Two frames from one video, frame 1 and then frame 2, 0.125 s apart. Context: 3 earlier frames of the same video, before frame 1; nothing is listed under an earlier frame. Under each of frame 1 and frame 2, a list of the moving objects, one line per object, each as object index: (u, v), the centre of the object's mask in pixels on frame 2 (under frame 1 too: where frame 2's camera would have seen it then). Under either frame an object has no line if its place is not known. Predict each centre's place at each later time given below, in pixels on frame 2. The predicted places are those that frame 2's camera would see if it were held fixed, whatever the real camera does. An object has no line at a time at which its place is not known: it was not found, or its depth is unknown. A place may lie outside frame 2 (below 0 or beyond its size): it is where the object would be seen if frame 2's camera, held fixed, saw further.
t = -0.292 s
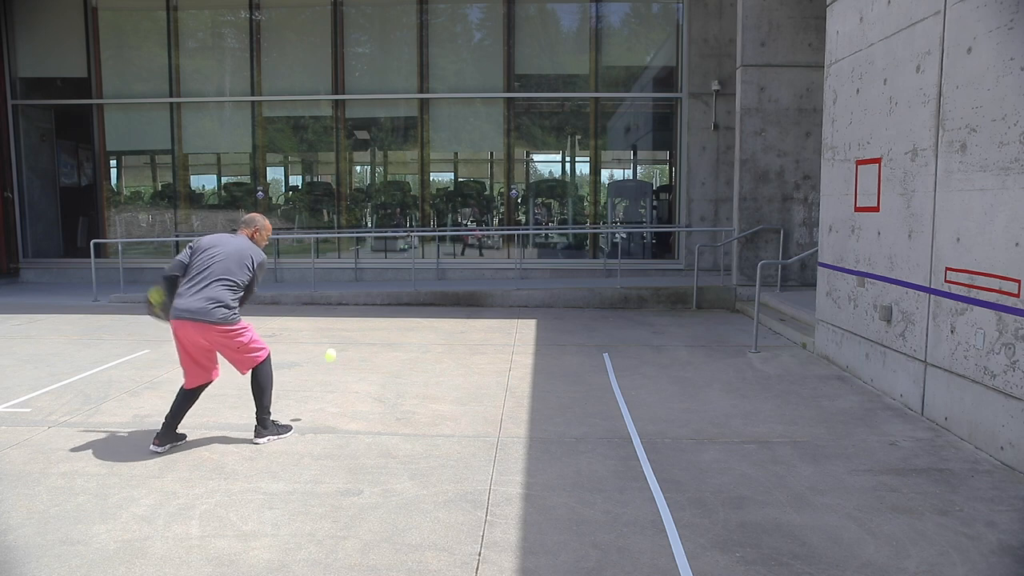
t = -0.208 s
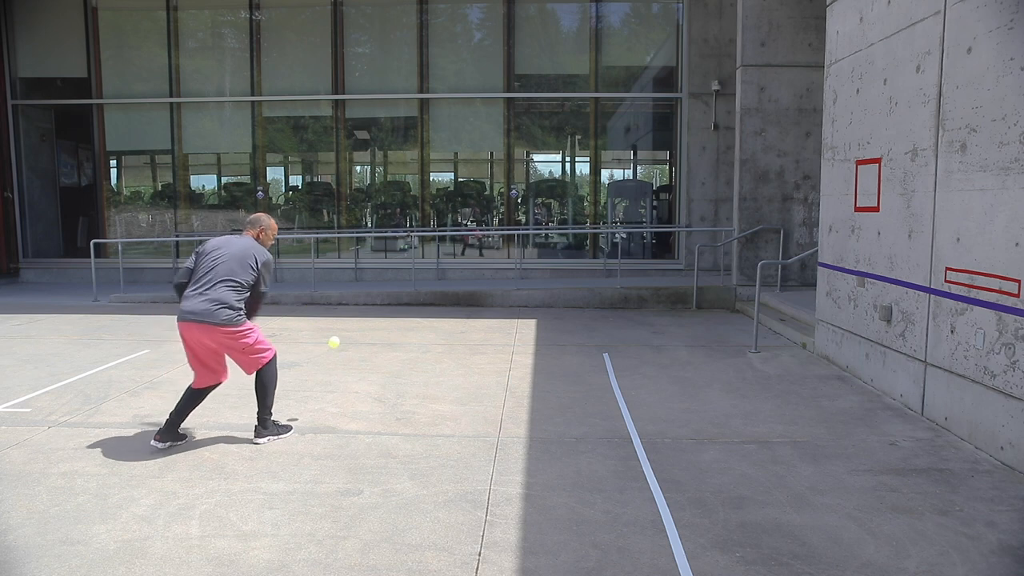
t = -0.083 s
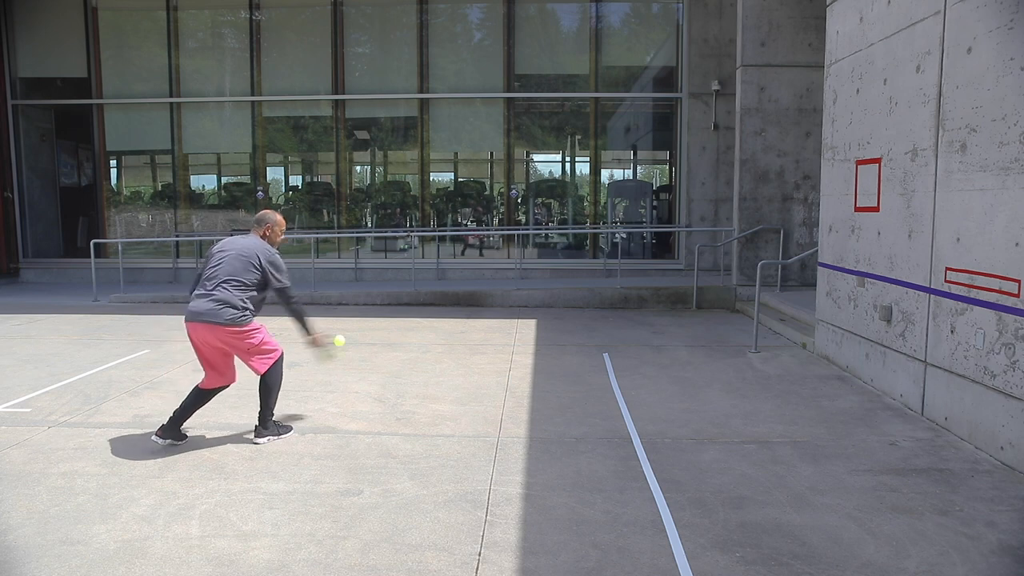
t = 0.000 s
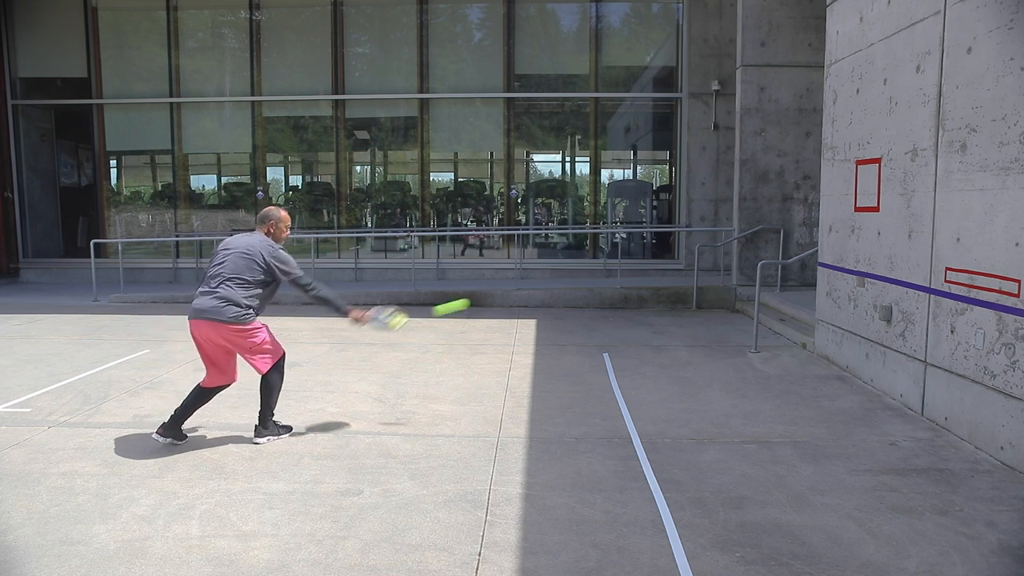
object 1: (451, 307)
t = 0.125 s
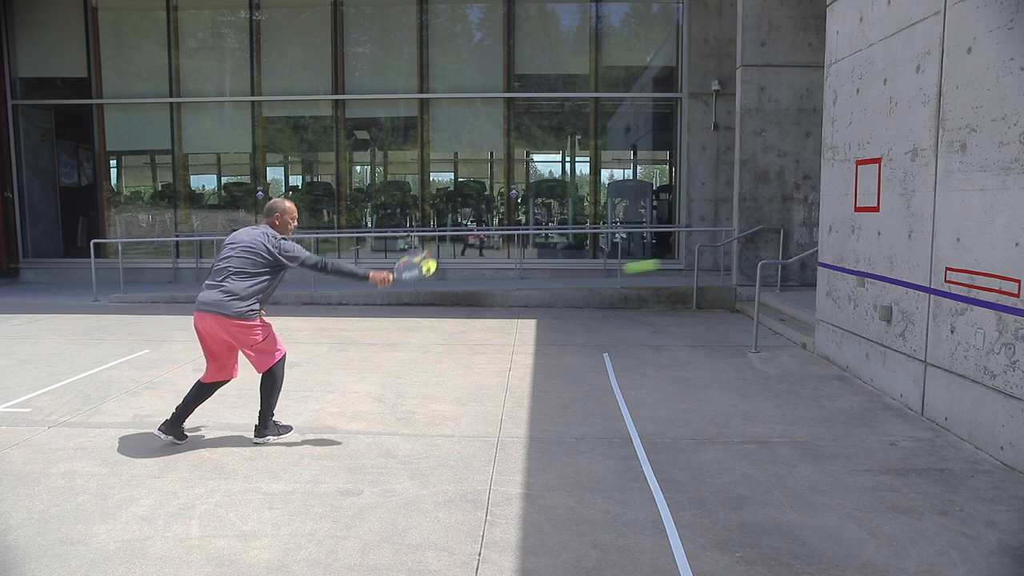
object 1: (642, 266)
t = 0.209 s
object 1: (765, 253)
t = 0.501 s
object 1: (811, 270)
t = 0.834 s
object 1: (551, 422)
